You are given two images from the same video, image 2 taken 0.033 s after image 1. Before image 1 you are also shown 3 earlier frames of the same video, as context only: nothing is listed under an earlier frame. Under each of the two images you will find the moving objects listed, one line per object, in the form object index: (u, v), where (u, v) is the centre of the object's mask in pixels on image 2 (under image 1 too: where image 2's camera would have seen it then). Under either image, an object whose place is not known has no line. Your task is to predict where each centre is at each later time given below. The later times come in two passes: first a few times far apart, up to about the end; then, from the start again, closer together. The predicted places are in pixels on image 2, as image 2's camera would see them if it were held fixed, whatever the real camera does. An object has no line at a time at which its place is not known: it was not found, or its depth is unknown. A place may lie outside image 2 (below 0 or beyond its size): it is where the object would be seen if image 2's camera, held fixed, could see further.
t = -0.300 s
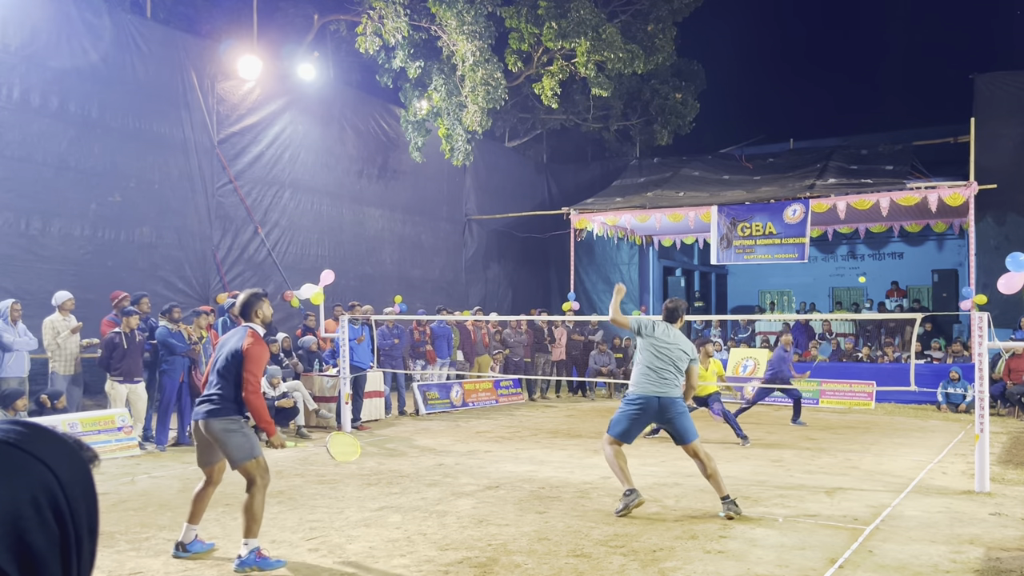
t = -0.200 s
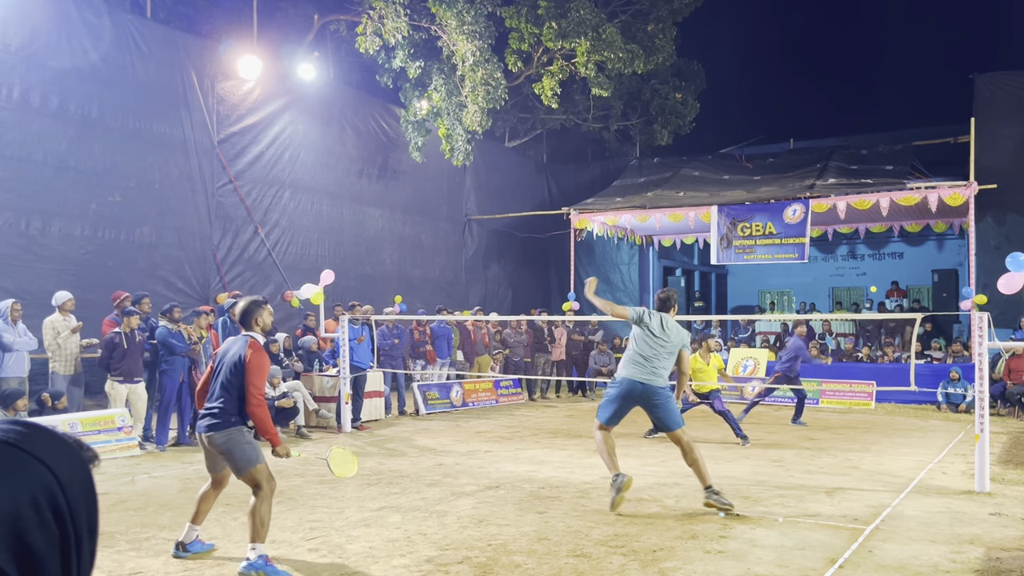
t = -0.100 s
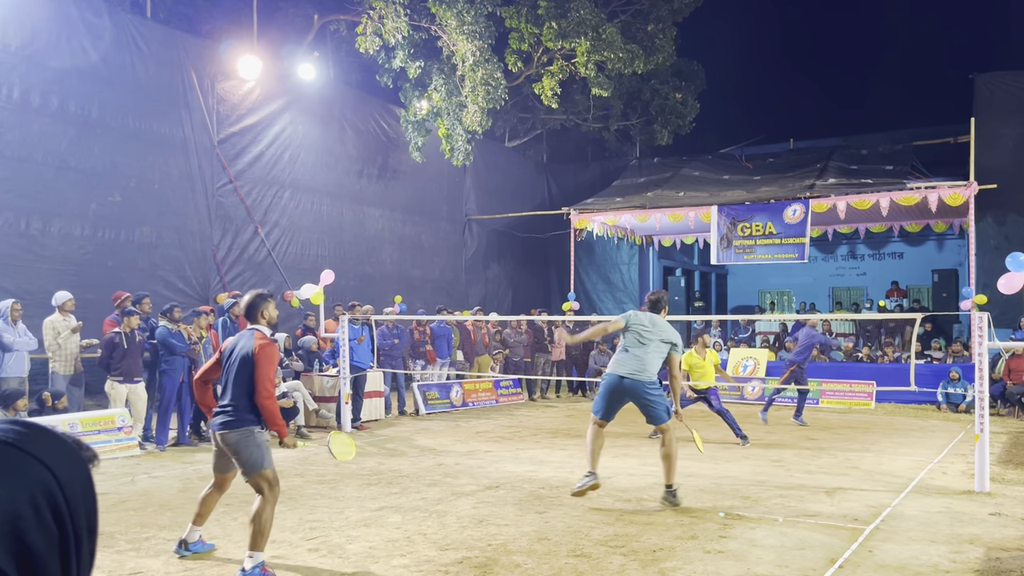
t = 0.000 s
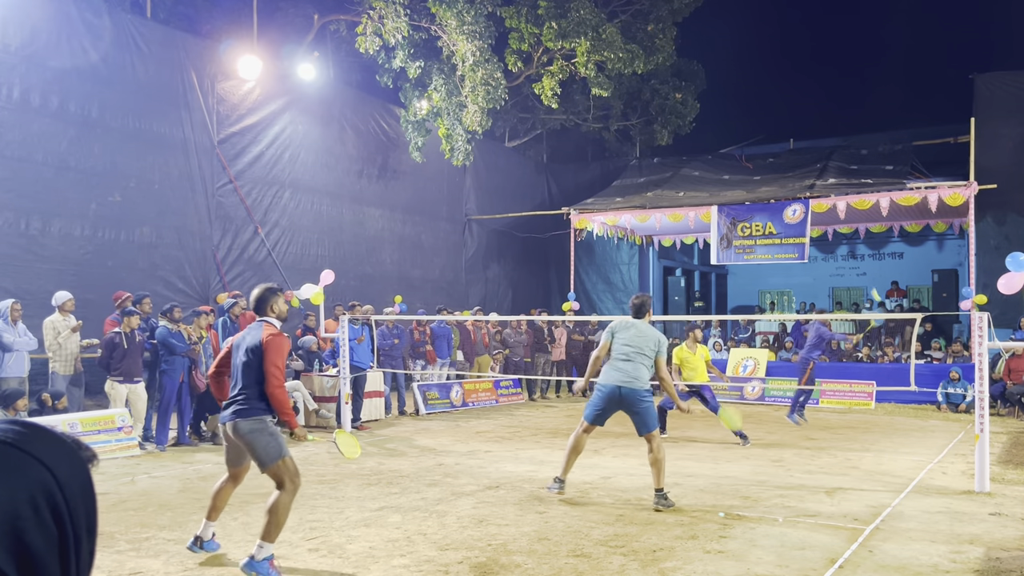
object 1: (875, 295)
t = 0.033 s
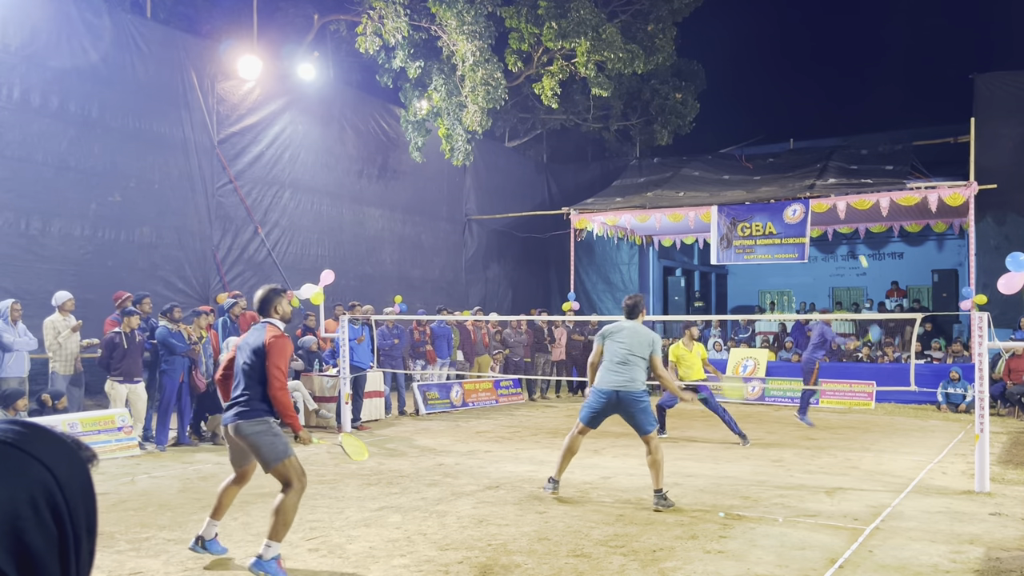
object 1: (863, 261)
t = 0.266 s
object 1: (782, 108)
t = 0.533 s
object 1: (695, 20)
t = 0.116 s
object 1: (831, 195)
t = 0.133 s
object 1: (826, 184)
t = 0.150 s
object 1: (820, 173)
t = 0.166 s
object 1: (814, 163)
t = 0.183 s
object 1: (809, 153)
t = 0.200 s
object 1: (803, 143)
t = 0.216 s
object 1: (798, 134)
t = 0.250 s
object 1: (787, 116)
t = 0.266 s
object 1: (782, 108)
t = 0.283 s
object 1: (776, 100)
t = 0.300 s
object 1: (771, 92)
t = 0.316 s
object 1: (766, 85)
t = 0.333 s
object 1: (760, 77)
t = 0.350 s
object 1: (755, 71)
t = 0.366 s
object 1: (750, 65)
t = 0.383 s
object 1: (744, 59)
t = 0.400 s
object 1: (739, 53)
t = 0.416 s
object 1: (733, 48)
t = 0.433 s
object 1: (728, 43)
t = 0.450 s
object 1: (723, 38)
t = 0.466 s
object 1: (717, 34)
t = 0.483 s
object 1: (712, 30)
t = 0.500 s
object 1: (706, 26)
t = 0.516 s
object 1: (701, 23)
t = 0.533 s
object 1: (695, 20)
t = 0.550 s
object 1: (690, 17)
